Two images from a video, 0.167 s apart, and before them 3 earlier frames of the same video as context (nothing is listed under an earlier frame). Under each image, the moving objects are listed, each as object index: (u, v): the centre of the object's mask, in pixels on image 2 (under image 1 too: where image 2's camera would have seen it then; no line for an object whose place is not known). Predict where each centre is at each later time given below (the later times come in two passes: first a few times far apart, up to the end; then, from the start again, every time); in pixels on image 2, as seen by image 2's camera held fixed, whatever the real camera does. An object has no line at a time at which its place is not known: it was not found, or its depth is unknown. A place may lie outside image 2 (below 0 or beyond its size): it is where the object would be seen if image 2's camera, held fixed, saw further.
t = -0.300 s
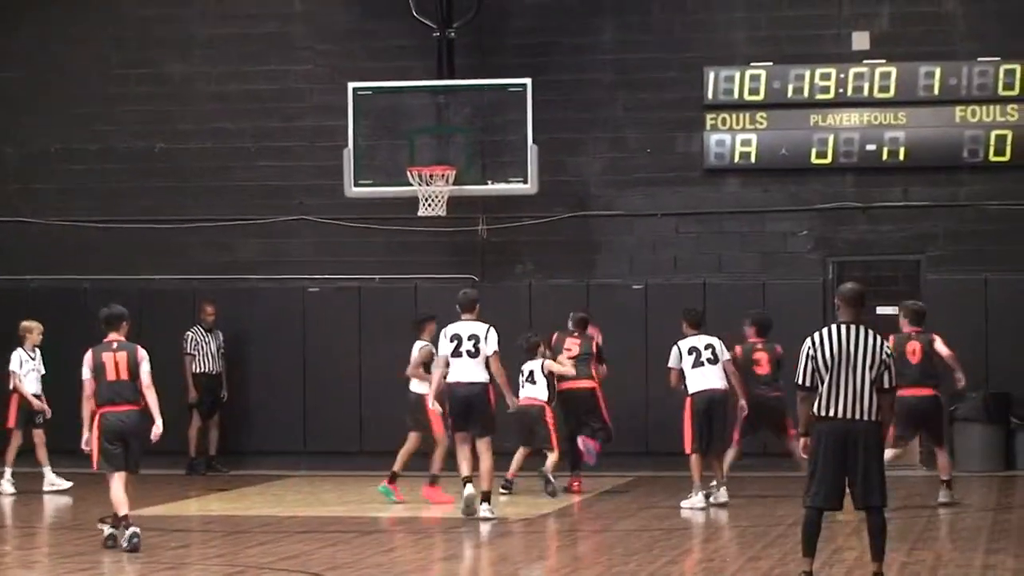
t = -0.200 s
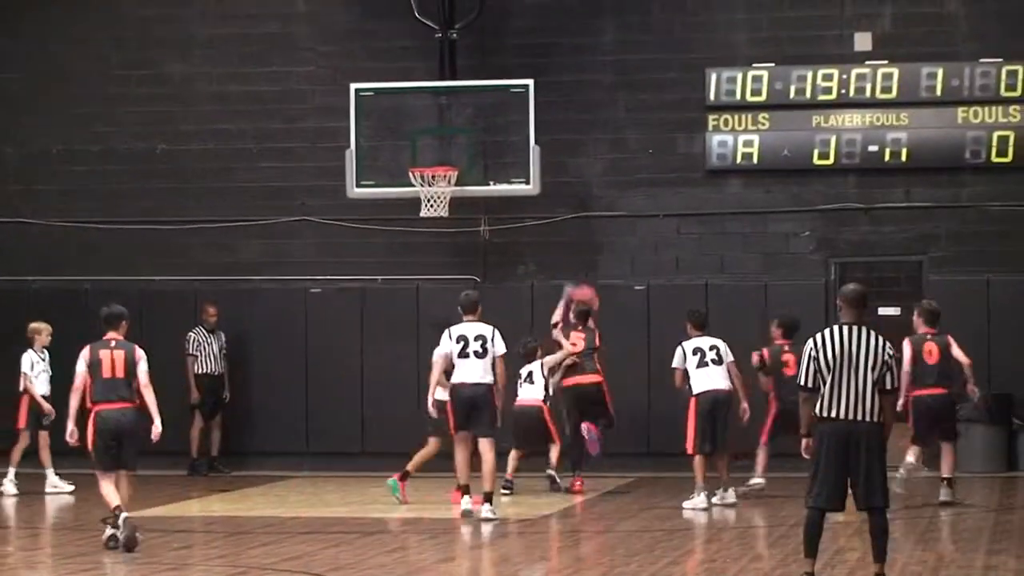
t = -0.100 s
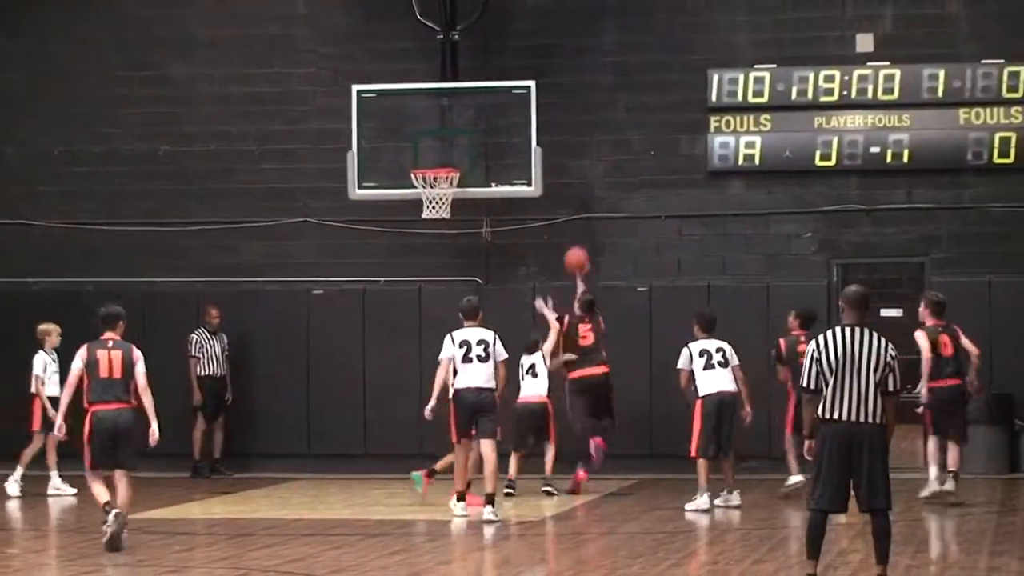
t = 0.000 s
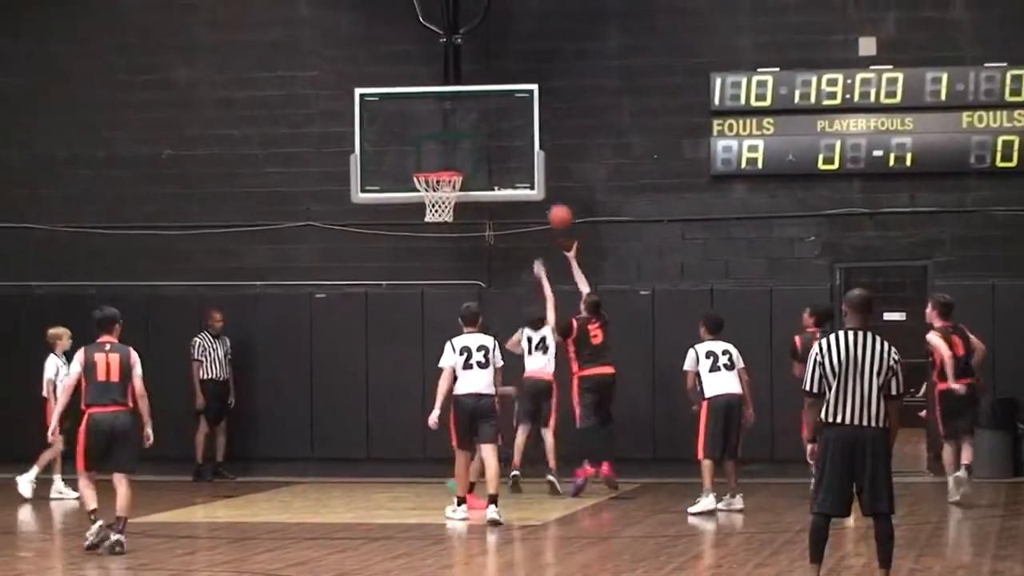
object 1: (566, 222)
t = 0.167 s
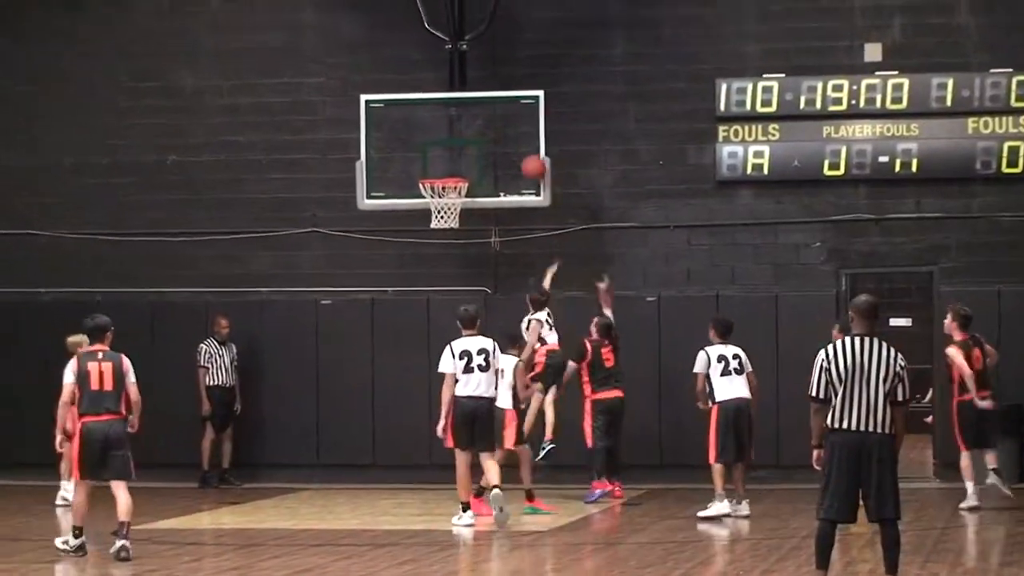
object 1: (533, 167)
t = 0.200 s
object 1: (527, 159)
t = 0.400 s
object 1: (496, 154)
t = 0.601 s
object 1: (481, 175)
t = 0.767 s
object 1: (501, 200)
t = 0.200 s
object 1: (527, 159)
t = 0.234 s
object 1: (521, 154)
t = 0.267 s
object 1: (515, 151)
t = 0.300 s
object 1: (511, 151)
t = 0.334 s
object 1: (506, 151)
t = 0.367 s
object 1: (501, 151)
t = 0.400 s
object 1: (496, 154)
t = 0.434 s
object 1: (491, 156)
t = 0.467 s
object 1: (485, 160)
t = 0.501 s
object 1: (480, 166)
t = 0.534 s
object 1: (476, 173)
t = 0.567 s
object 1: (477, 174)
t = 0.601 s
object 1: (481, 175)
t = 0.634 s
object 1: (485, 177)
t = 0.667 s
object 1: (488, 181)
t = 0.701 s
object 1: (494, 186)
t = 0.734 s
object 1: (497, 192)
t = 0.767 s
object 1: (501, 200)
